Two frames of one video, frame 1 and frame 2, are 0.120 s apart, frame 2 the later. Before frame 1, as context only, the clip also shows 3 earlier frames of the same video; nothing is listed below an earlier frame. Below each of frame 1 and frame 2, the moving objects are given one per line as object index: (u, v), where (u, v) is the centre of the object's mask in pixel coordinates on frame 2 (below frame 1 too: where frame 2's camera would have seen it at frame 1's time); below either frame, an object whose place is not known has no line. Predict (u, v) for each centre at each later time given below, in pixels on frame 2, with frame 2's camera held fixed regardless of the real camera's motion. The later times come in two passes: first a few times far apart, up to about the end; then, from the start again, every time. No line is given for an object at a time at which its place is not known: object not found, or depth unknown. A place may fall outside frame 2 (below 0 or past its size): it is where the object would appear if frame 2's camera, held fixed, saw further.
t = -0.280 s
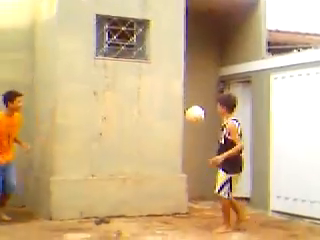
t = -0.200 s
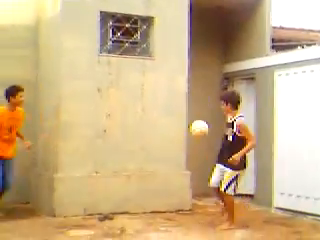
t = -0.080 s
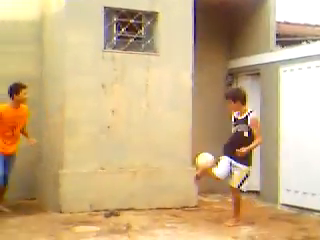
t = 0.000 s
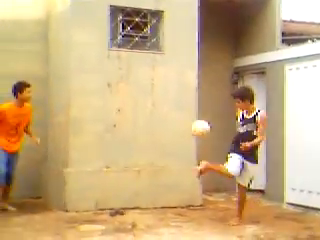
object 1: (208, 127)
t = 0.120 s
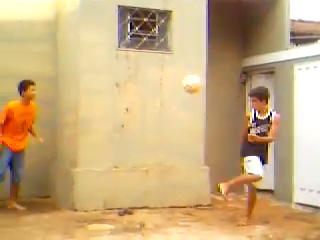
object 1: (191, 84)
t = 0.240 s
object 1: (172, 47)
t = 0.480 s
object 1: (129, 8)
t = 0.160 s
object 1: (185, 70)
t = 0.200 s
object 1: (178, 58)
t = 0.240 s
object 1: (172, 47)
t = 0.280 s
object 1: (165, 36)
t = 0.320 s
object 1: (159, 28)
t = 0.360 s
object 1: (151, 20)
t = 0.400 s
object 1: (144, 13)
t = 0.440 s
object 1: (137, 10)
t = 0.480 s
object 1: (129, 8)
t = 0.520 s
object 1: (122, 6)
